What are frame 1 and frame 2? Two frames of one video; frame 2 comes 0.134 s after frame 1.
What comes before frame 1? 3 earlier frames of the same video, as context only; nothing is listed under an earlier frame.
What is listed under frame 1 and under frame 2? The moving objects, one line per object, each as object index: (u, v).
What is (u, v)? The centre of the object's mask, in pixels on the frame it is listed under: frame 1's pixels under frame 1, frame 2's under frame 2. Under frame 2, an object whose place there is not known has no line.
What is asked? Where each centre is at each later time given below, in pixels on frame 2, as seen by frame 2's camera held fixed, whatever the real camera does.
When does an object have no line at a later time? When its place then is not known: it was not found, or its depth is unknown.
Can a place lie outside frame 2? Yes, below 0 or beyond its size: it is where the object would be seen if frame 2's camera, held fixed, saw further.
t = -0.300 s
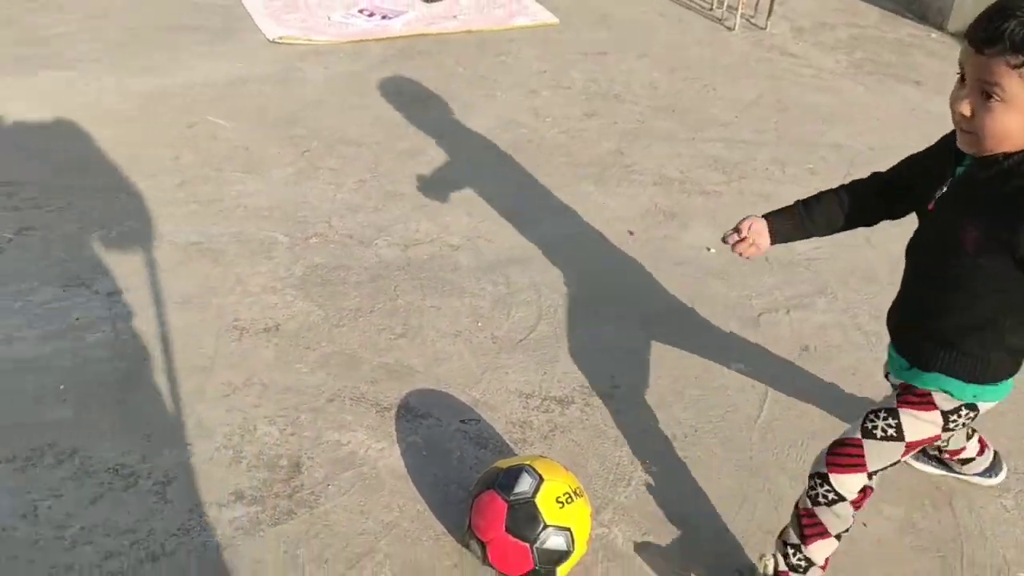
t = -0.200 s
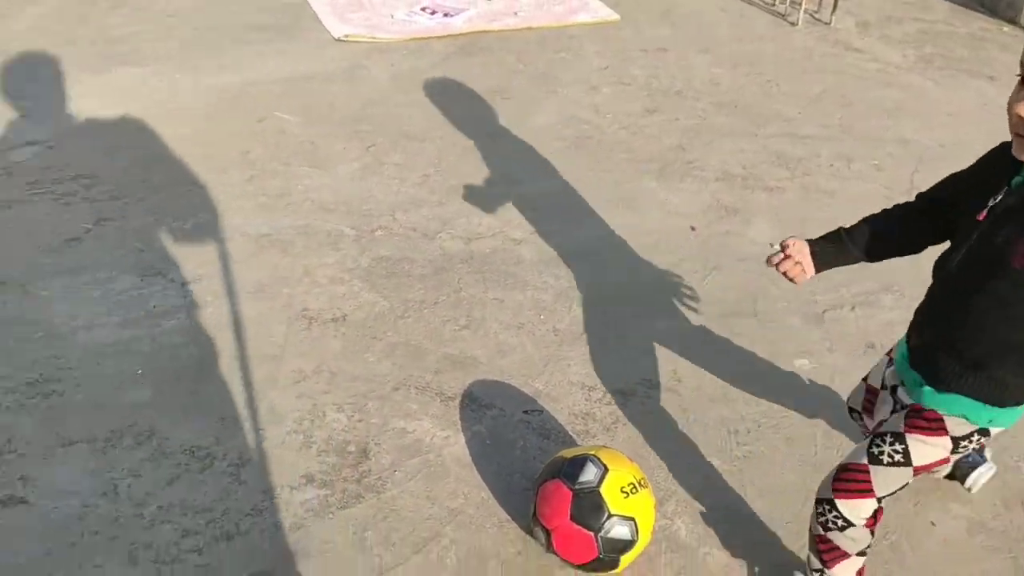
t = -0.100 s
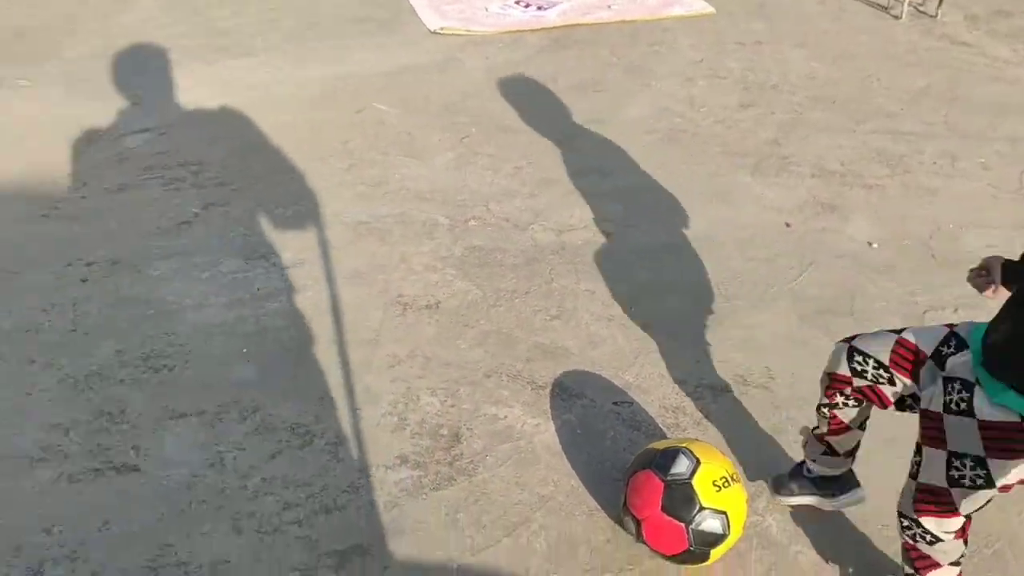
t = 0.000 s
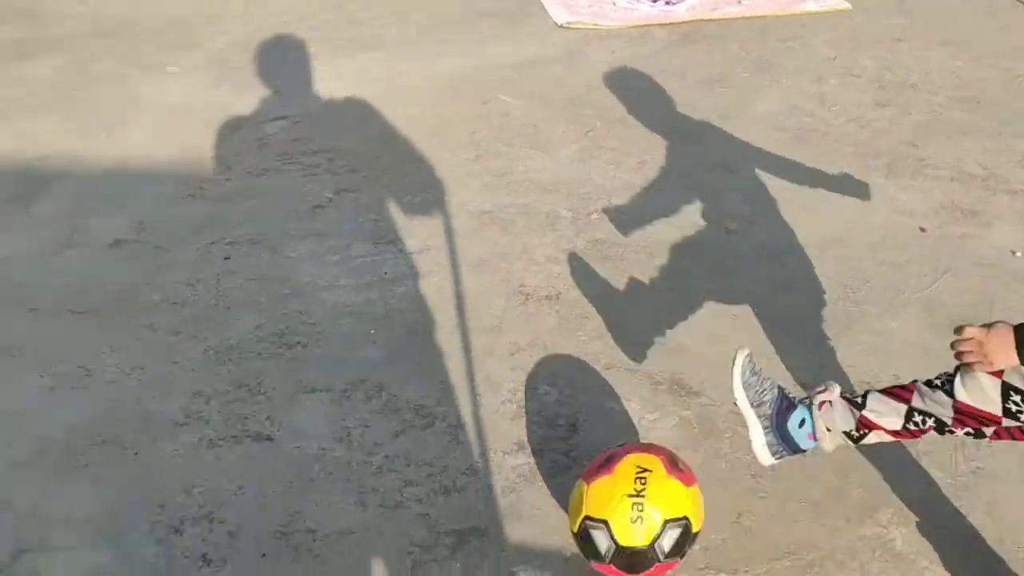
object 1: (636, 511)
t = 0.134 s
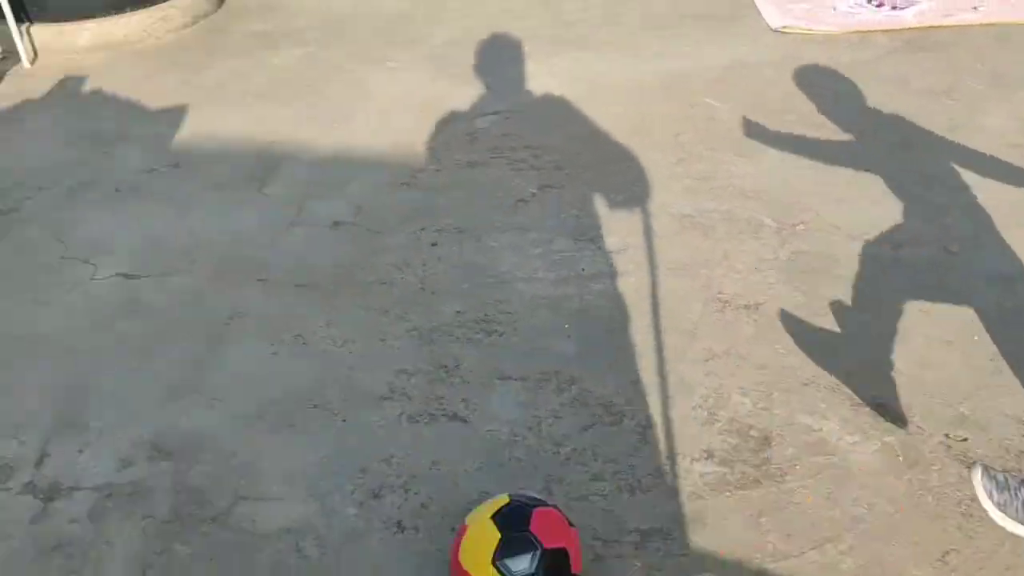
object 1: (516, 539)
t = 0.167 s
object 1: (456, 537)
